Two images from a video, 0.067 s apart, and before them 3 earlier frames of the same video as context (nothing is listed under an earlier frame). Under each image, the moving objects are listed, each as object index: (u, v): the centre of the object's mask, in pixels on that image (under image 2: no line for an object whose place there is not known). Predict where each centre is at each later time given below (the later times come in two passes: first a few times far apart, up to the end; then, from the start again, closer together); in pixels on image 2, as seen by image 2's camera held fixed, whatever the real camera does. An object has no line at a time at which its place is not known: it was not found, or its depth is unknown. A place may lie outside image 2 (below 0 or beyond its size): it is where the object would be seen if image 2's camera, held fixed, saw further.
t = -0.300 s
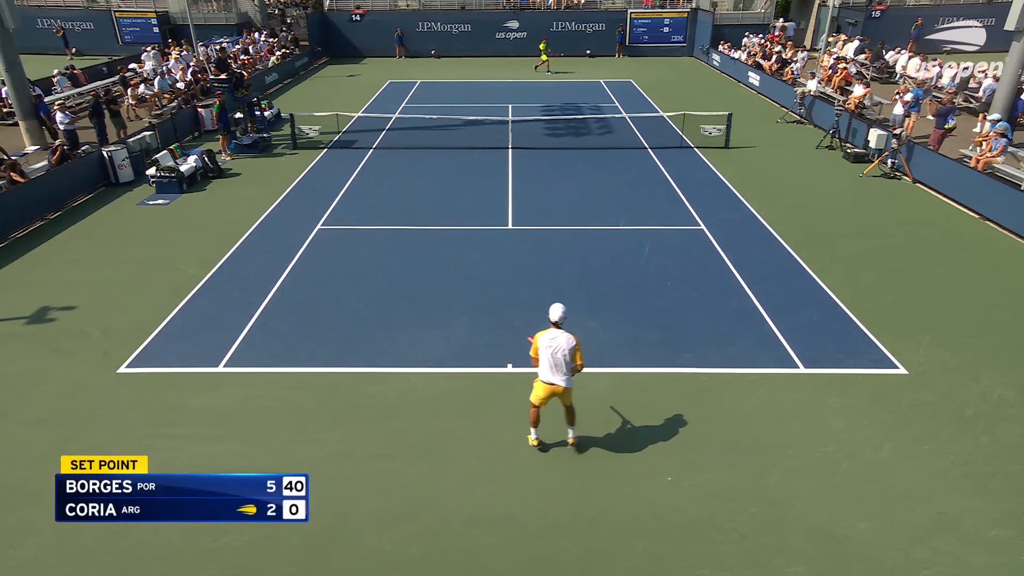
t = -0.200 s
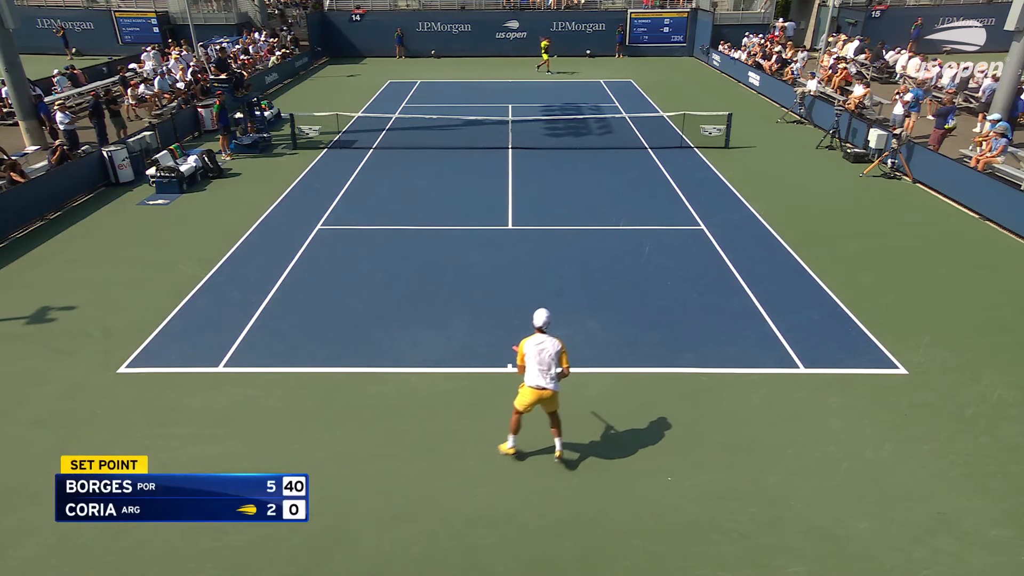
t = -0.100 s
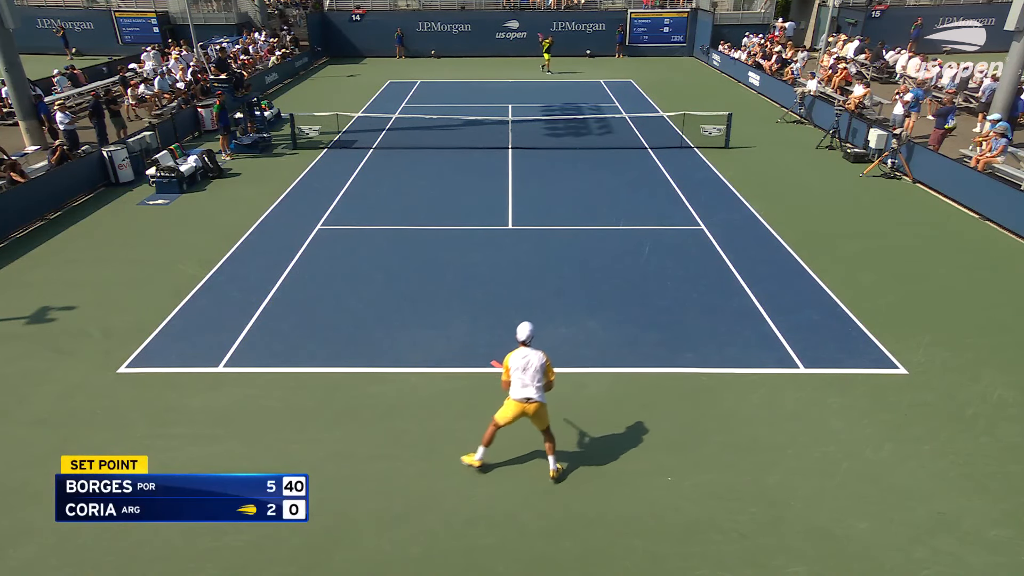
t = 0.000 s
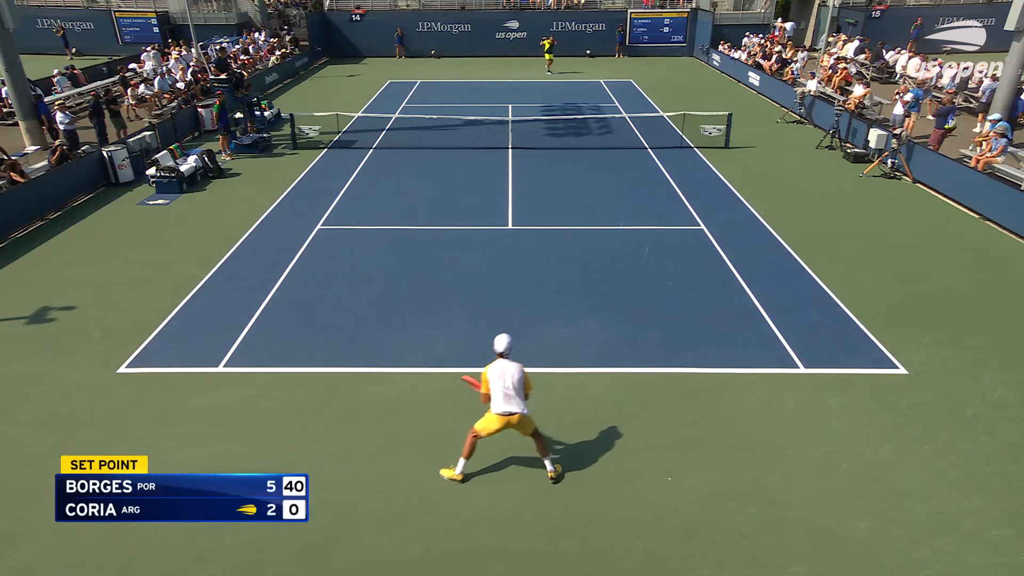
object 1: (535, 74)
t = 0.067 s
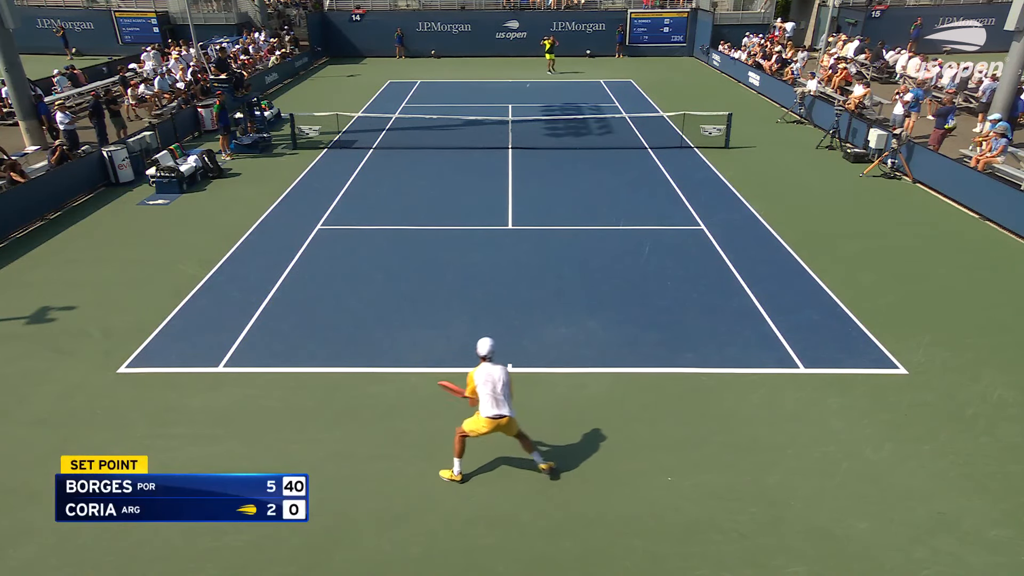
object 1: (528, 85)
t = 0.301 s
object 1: (493, 152)
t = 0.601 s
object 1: (419, 327)
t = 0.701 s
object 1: (387, 363)
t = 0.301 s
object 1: (493, 152)
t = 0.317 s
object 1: (490, 159)
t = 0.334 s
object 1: (486, 167)
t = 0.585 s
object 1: (423, 322)
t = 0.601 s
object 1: (419, 327)
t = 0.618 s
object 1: (414, 332)
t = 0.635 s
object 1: (409, 337)
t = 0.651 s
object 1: (403, 343)
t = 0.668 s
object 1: (398, 349)
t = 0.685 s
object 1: (392, 356)
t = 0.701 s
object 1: (387, 363)
